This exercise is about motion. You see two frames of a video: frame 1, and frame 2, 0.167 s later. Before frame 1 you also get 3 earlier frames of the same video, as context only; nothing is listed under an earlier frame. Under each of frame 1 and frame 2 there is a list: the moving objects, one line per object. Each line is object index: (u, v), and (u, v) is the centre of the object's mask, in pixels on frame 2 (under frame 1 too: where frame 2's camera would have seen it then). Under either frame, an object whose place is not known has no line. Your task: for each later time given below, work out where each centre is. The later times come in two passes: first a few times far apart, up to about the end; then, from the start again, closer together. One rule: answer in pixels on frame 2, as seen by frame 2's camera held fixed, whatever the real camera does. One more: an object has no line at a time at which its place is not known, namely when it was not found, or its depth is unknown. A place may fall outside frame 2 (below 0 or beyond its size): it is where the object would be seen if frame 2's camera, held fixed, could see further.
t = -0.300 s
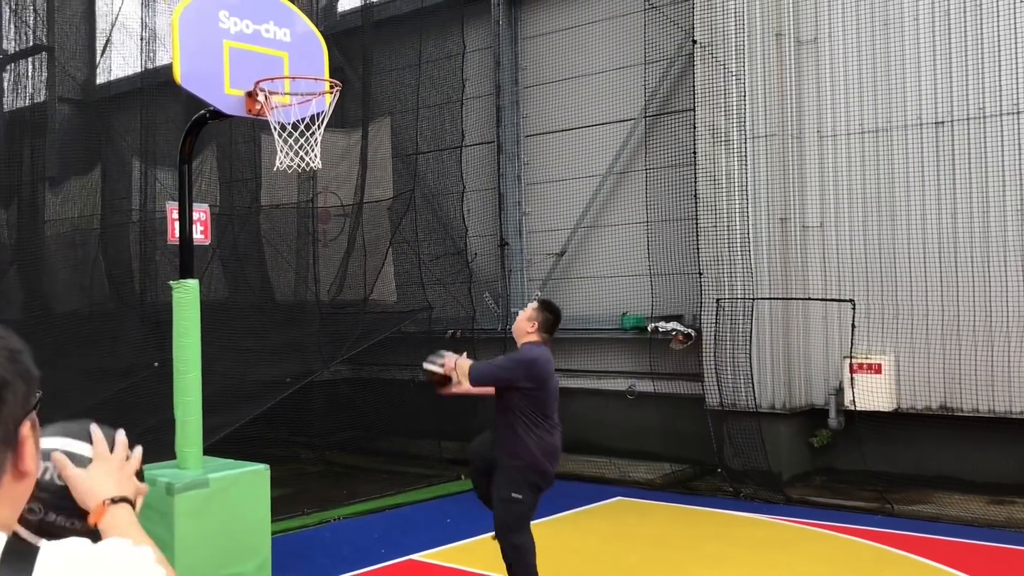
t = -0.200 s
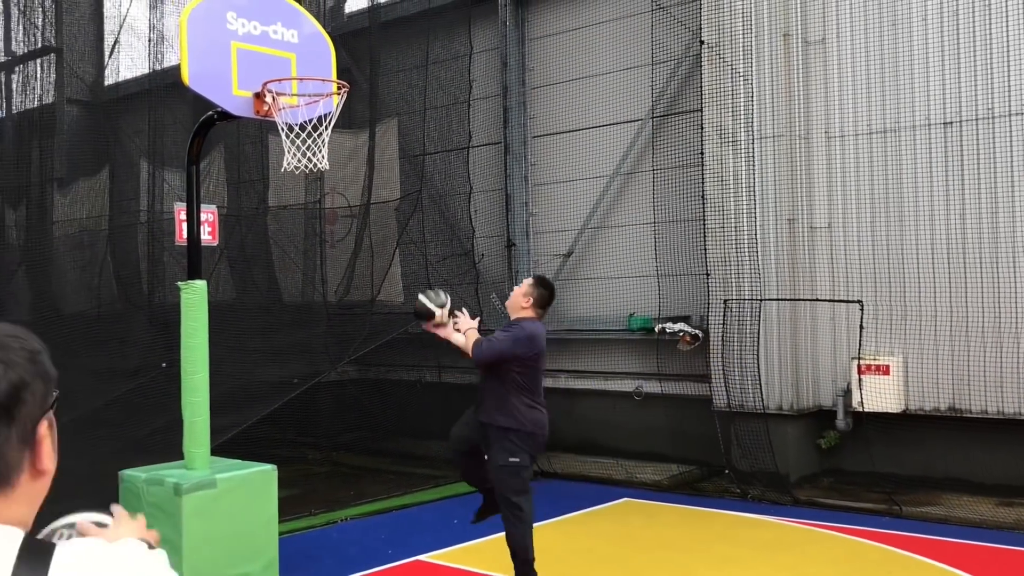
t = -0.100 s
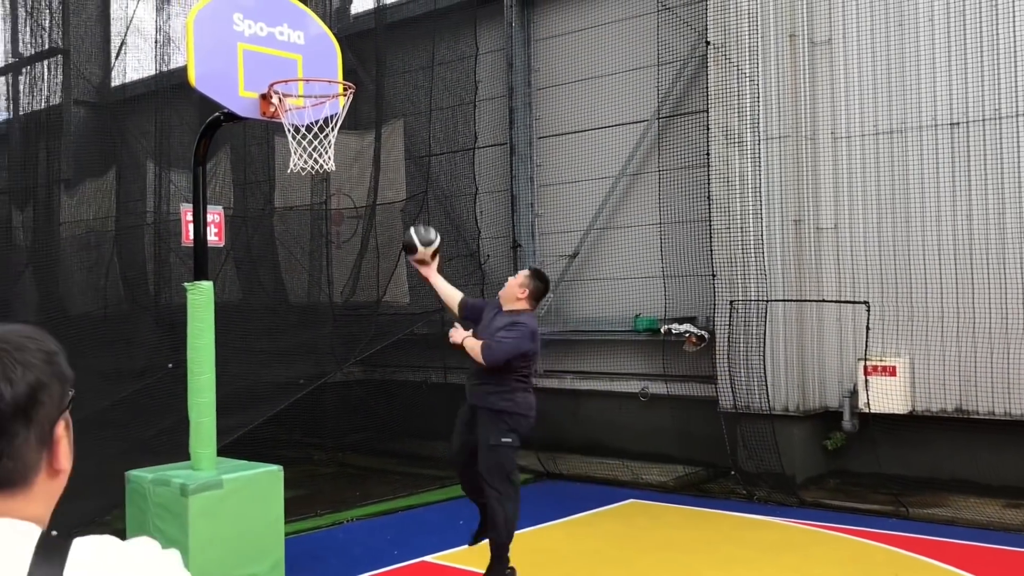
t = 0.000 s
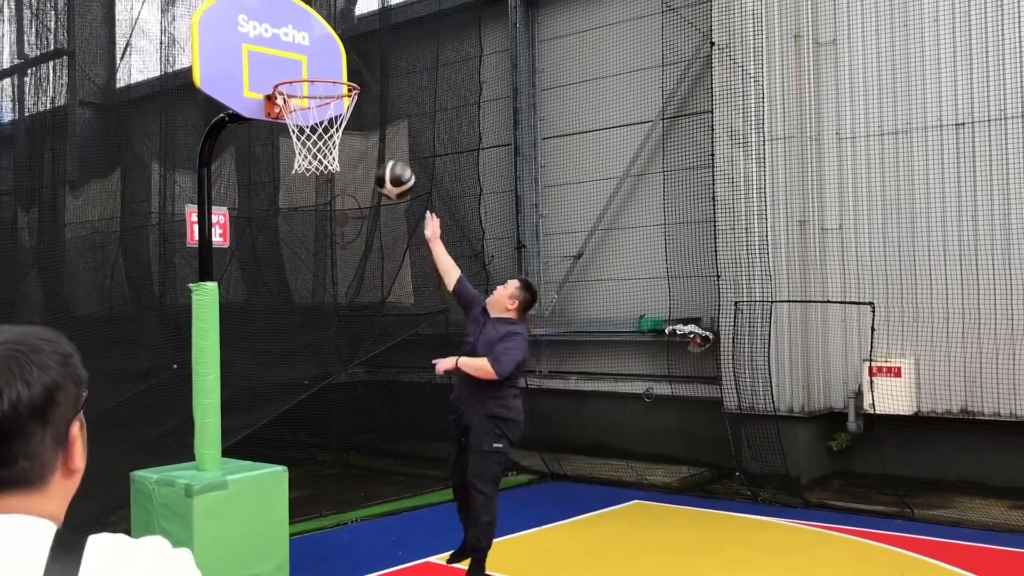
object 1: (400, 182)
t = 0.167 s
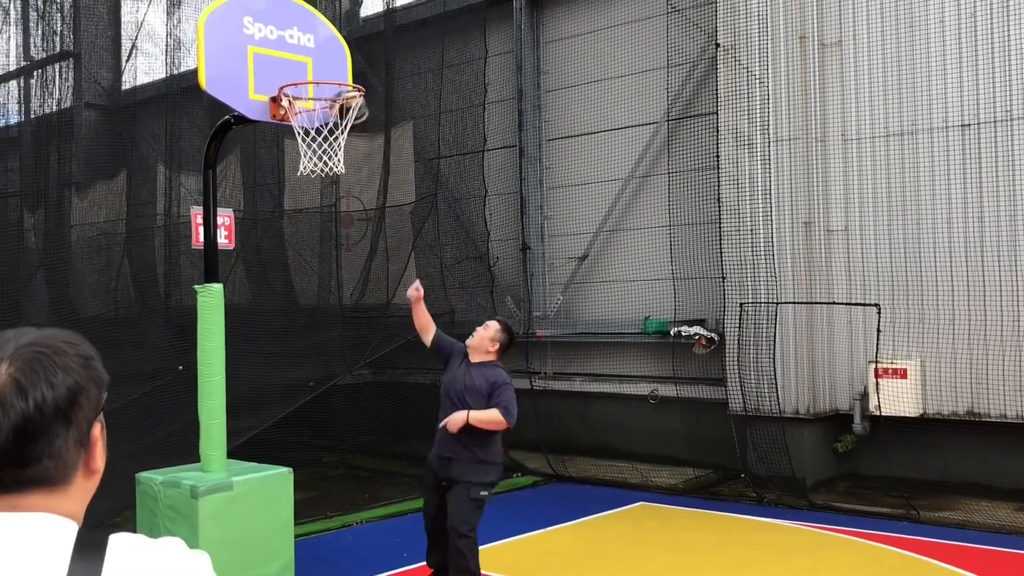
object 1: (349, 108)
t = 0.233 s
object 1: (334, 92)
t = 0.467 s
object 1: (333, 78)
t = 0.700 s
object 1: (332, 127)
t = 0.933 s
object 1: (328, 253)
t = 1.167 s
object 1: (323, 485)
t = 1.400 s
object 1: (319, 509)
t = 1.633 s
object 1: (311, 348)
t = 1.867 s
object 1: (307, 282)
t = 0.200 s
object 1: (337, 99)
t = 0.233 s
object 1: (334, 92)
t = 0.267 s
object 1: (334, 86)
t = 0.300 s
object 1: (333, 83)
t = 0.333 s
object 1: (333, 79)
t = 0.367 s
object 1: (333, 77)
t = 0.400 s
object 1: (333, 76)
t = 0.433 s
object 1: (333, 77)
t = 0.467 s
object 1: (333, 78)
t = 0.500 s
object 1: (333, 79)
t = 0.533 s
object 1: (332, 82)
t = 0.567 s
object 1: (332, 88)
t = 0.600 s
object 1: (332, 95)
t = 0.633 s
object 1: (332, 104)
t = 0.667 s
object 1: (333, 113)
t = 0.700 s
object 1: (332, 127)
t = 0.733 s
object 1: (331, 142)
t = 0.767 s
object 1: (330, 164)
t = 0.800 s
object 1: (329, 171)
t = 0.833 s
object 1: (330, 188)
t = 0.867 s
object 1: (329, 208)
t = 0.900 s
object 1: (329, 230)
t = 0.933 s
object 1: (328, 253)
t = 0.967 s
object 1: (328, 280)
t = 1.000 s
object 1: (327, 308)
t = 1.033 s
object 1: (326, 339)
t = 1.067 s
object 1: (325, 373)
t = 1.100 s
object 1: (324, 408)
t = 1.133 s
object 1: (324, 446)
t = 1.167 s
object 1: (323, 485)
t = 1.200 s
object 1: (323, 525)
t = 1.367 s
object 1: (319, 539)
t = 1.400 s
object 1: (319, 509)
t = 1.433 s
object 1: (318, 479)
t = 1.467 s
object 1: (317, 453)
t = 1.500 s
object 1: (315, 428)
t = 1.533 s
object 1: (314, 406)
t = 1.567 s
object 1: (313, 385)
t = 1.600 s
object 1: (312, 365)
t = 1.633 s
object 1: (311, 348)
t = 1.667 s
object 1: (311, 333)
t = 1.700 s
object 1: (310, 319)
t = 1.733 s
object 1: (309, 307)
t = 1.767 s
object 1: (309, 298)
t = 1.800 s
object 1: (308, 290)
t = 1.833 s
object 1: (308, 285)
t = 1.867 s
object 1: (307, 282)
